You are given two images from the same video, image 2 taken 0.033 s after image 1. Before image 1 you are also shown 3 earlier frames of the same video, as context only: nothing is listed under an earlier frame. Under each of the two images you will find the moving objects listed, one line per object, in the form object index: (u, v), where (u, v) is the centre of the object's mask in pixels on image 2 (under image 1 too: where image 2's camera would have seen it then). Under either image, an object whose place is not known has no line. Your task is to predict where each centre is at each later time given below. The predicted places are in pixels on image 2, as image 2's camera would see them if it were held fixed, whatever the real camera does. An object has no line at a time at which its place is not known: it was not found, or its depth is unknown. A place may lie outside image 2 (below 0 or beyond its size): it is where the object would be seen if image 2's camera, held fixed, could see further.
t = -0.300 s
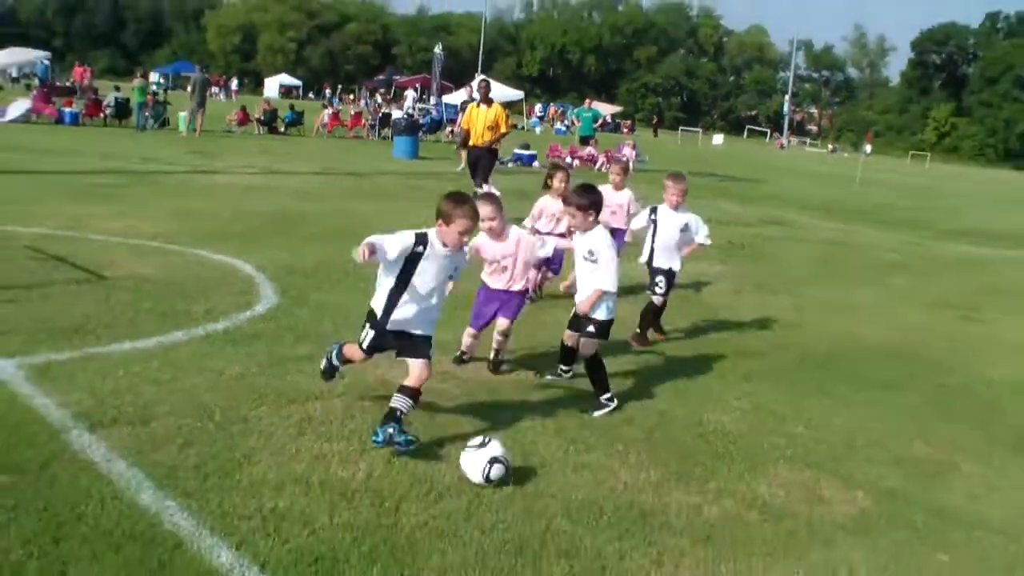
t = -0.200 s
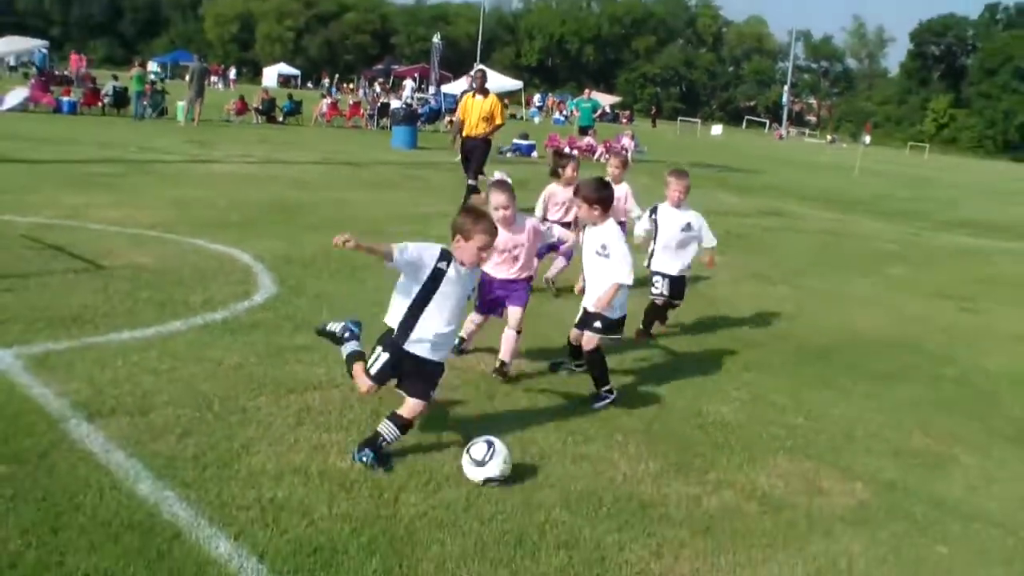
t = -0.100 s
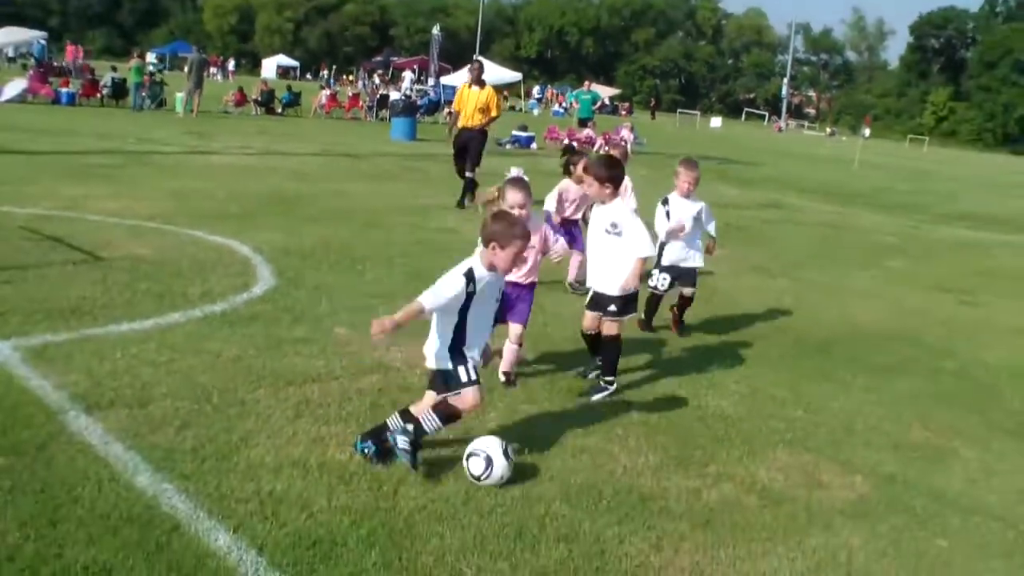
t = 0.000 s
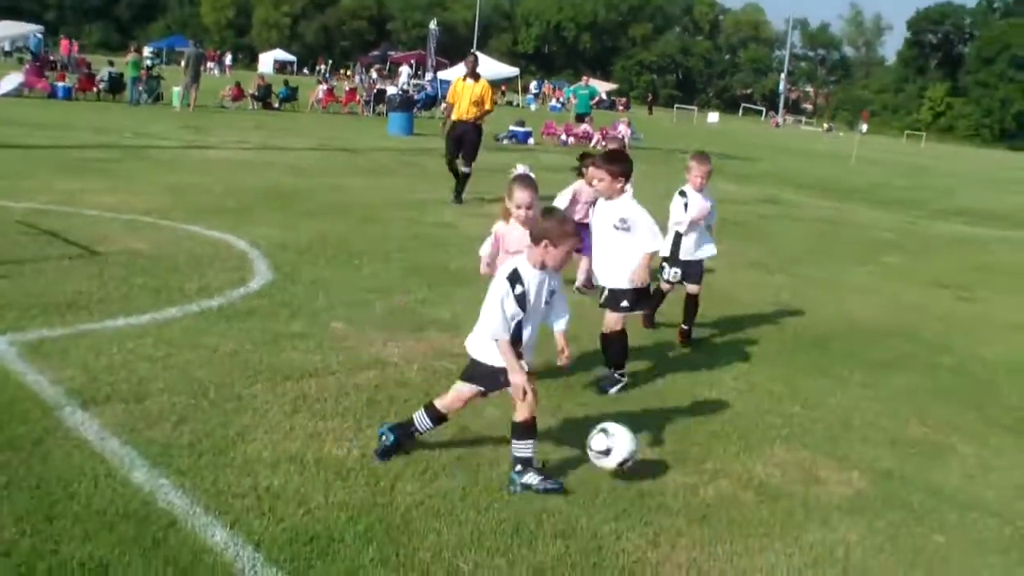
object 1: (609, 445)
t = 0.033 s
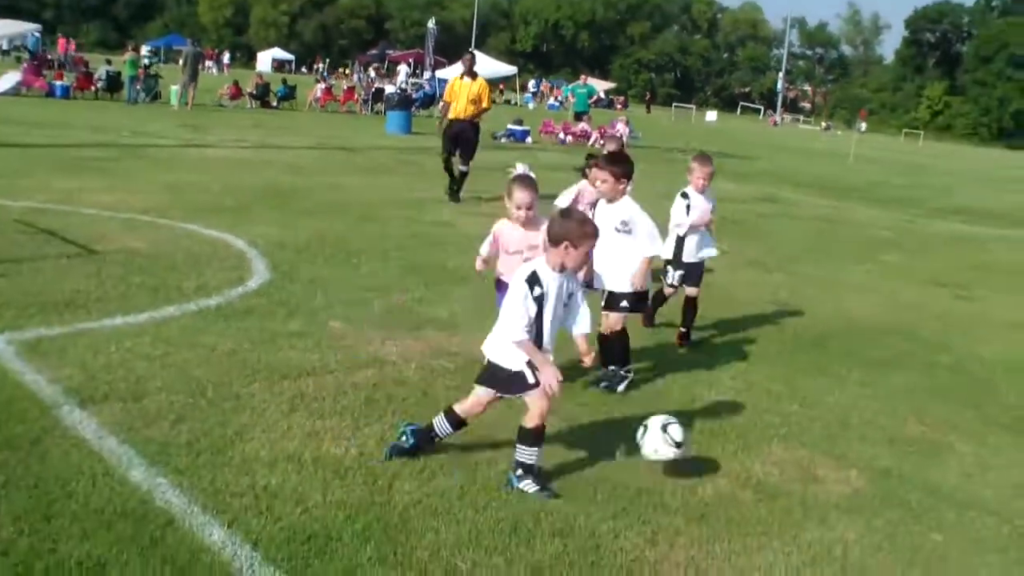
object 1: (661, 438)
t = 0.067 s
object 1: (711, 437)
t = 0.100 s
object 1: (758, 435)
